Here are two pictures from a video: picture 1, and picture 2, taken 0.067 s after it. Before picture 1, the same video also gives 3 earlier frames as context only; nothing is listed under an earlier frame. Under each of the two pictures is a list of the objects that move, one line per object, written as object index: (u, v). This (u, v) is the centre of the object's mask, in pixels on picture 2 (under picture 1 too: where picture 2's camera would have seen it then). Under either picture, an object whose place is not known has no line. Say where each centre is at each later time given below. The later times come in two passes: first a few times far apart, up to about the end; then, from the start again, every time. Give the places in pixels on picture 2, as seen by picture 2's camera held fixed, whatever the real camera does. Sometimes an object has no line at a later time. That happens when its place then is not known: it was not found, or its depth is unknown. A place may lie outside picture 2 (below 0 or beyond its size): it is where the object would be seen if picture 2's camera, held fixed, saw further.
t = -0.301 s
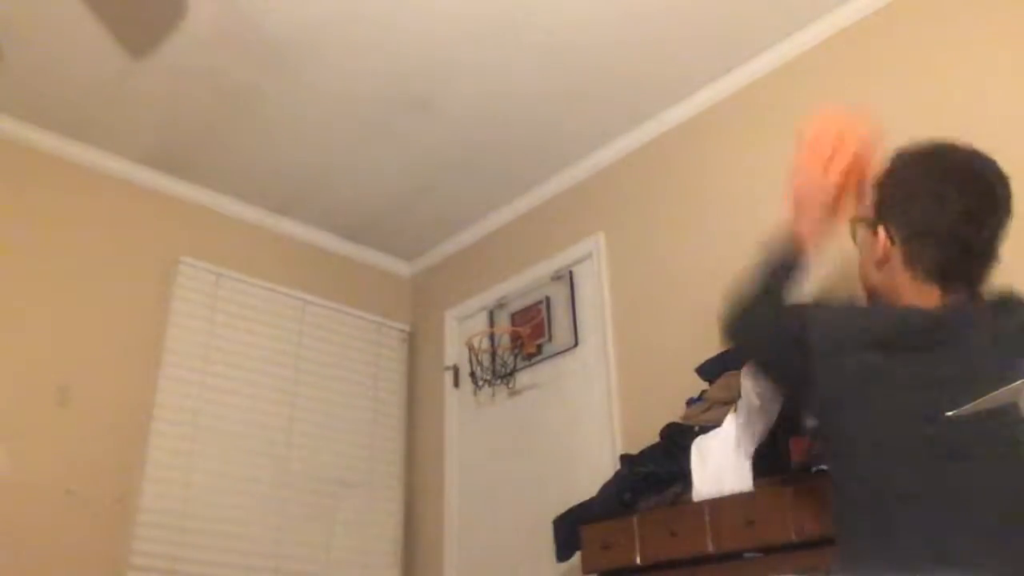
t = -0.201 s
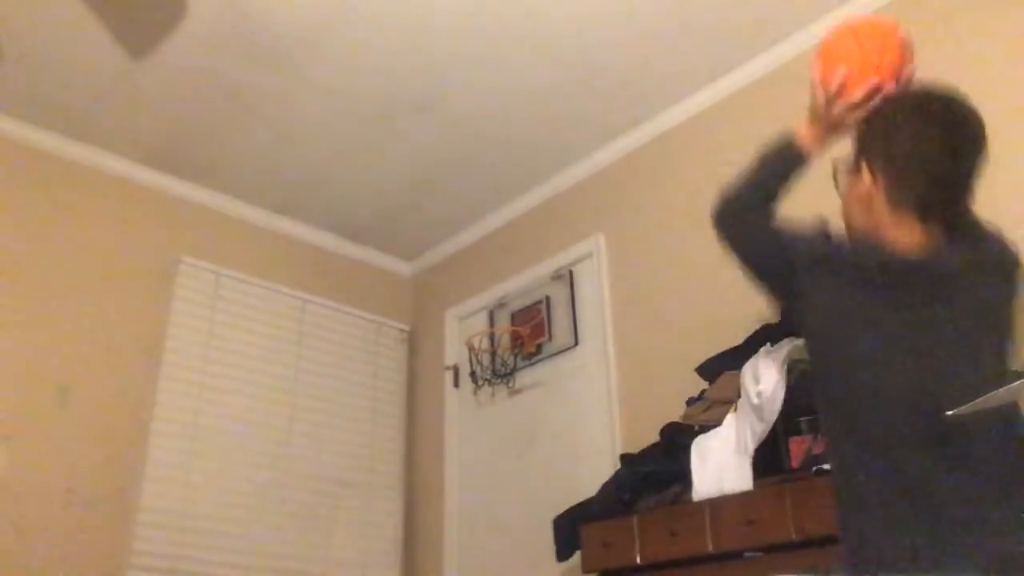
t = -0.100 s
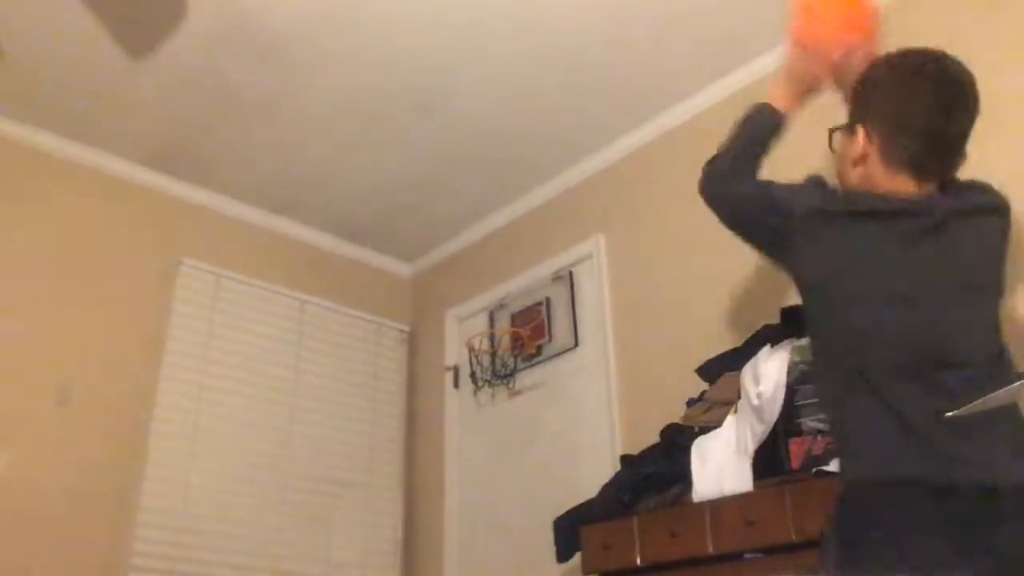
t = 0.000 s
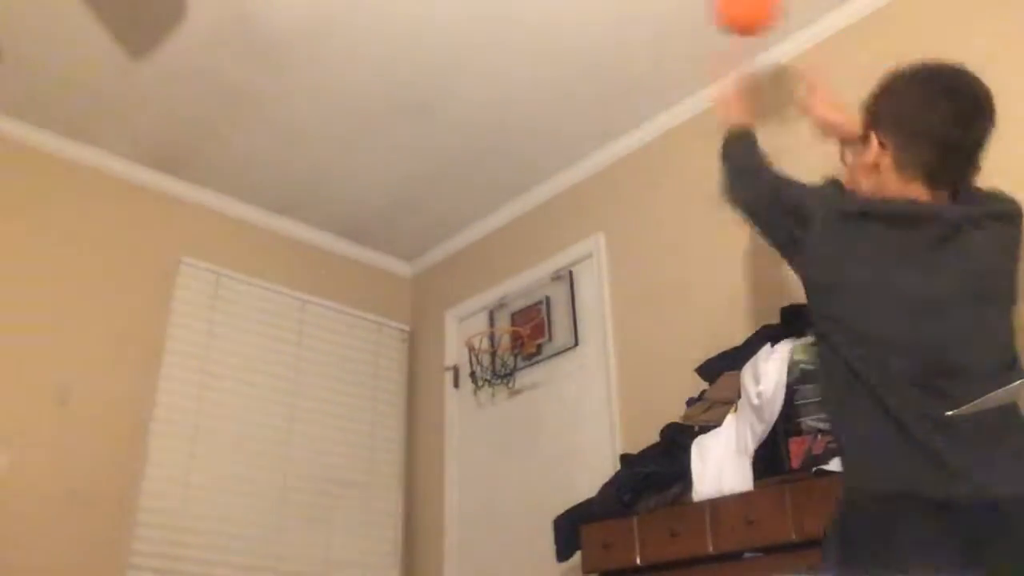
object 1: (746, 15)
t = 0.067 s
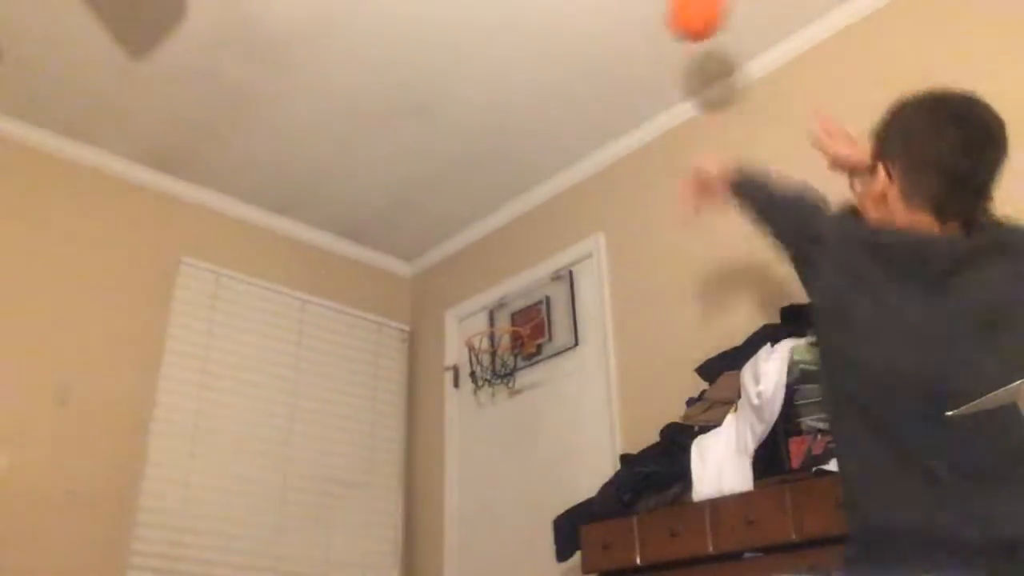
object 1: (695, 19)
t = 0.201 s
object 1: (629, 61)
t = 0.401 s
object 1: (566, 188)
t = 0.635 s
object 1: (521, 404)
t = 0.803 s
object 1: (457, 553)
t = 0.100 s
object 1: (676, 23)
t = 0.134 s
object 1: (658, 33)
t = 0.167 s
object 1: (642, 46)
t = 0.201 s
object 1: (629, 61)
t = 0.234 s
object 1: (615, 79)
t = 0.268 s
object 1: (603, 99)
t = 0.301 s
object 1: (593, 119)
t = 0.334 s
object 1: (583, 141)
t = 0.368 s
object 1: (575, 164)
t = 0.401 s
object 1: (566, 188)
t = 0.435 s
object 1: (558, 215)
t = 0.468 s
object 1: (552, 242)
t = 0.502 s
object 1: (543, 273)
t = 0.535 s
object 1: (539, 302)
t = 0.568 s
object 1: (533, 334)
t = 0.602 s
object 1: (524, 370)
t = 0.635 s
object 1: (521, 404)
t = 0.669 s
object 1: (515, 443)
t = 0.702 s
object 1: (505, 469)
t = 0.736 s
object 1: (489, 494)
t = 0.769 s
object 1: (473, 523)
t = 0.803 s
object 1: (457, 553)
